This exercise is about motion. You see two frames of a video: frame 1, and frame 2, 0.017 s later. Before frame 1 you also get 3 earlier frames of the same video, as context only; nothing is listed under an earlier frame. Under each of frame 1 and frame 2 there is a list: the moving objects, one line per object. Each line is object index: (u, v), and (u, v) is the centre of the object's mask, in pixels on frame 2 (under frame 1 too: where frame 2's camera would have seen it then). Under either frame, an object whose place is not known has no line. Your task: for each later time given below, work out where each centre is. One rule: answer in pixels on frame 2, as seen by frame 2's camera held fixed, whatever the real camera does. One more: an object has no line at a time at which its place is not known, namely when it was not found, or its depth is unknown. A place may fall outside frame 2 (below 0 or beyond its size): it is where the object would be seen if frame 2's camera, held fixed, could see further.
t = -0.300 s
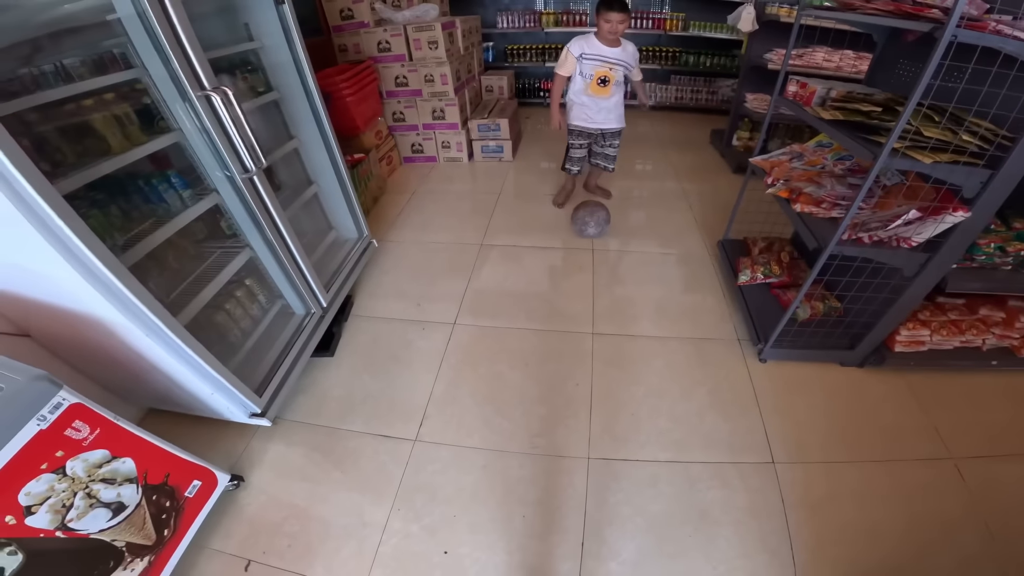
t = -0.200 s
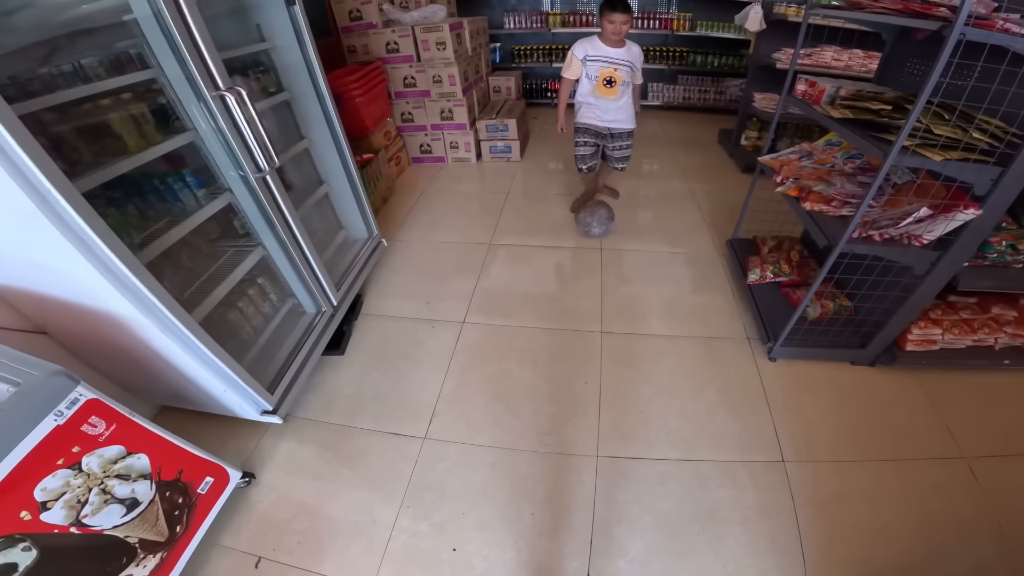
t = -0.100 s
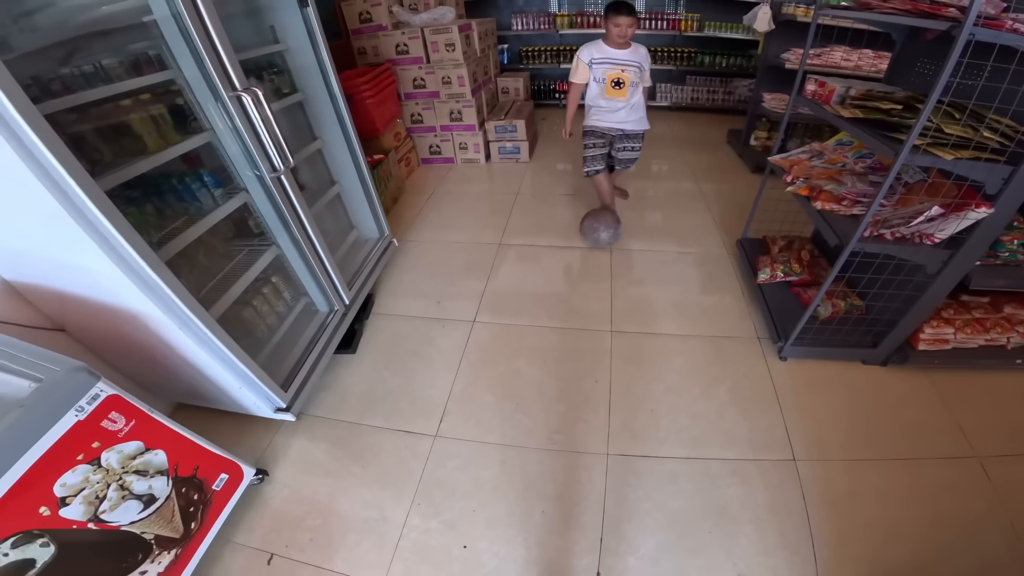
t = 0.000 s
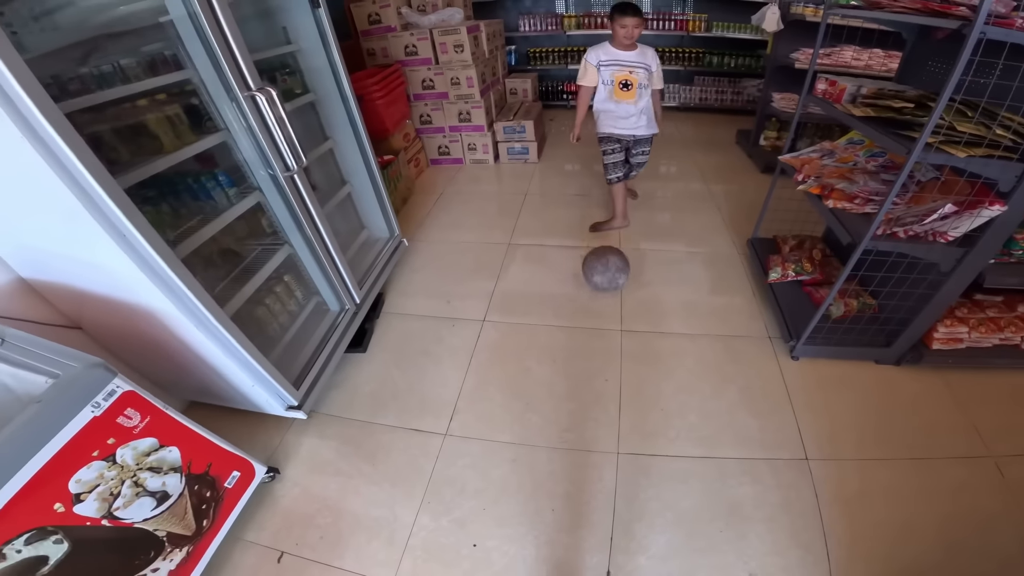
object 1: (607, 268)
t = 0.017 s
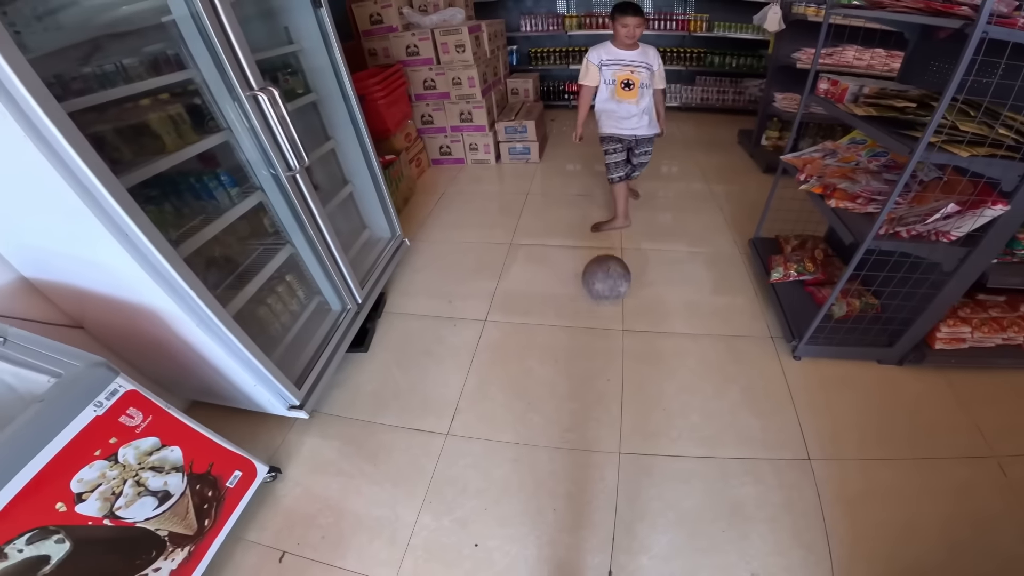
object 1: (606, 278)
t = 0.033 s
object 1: (605, 288)
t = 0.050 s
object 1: (605, 295)
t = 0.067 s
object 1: (604, 301)
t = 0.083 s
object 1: (603, 307)
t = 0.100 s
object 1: (602, 314)
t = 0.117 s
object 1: (601, 321)
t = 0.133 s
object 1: (600, 329)
